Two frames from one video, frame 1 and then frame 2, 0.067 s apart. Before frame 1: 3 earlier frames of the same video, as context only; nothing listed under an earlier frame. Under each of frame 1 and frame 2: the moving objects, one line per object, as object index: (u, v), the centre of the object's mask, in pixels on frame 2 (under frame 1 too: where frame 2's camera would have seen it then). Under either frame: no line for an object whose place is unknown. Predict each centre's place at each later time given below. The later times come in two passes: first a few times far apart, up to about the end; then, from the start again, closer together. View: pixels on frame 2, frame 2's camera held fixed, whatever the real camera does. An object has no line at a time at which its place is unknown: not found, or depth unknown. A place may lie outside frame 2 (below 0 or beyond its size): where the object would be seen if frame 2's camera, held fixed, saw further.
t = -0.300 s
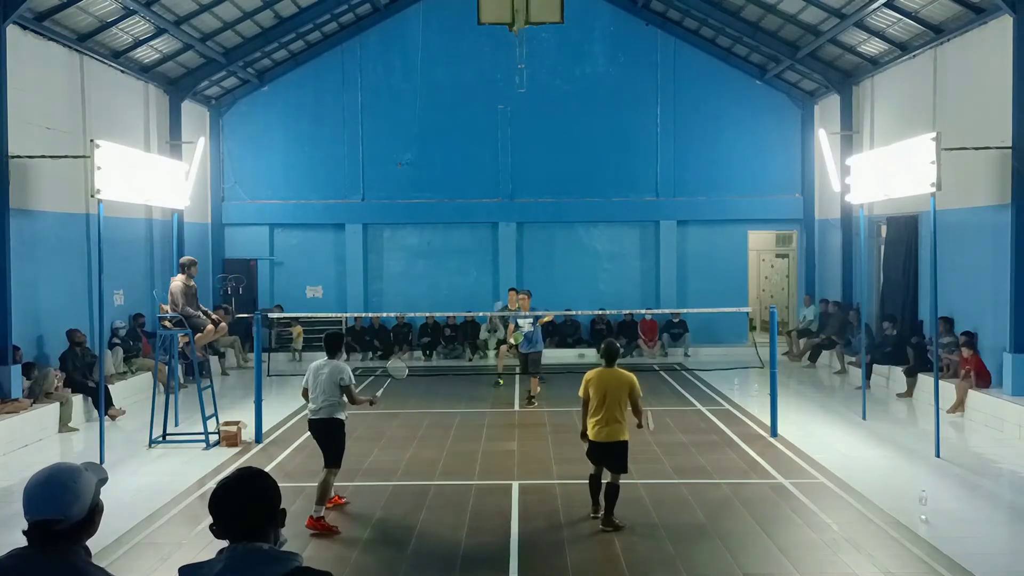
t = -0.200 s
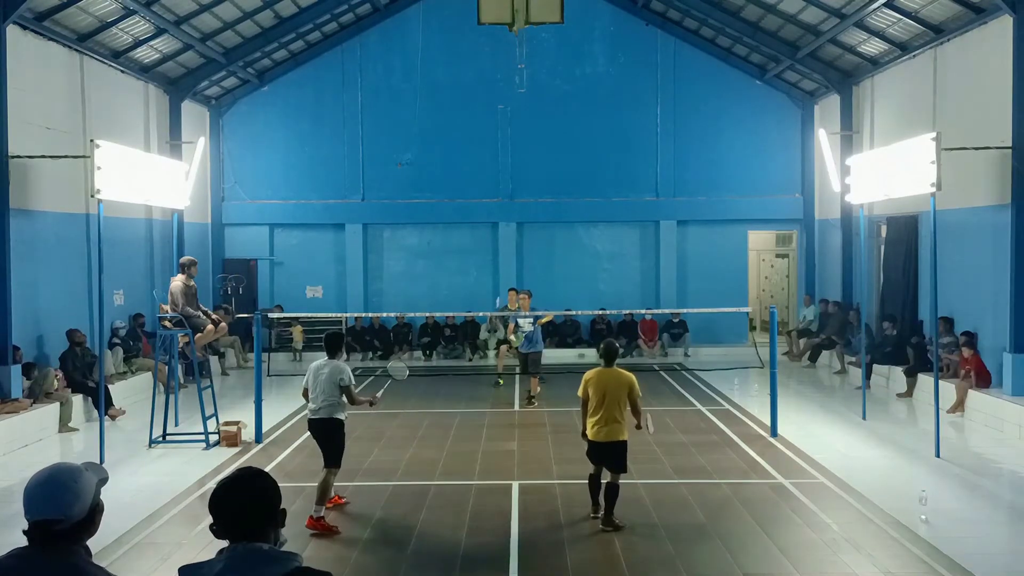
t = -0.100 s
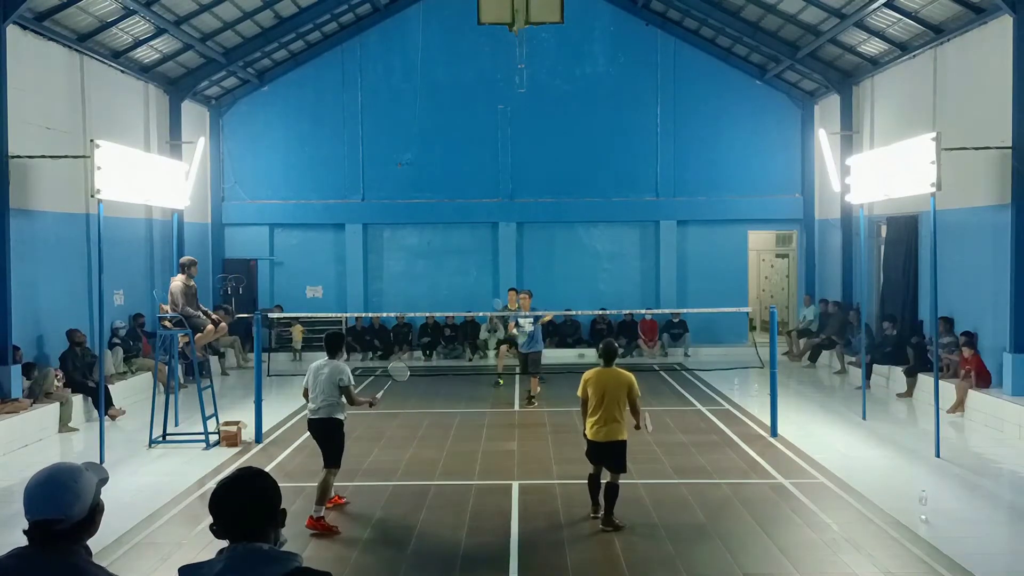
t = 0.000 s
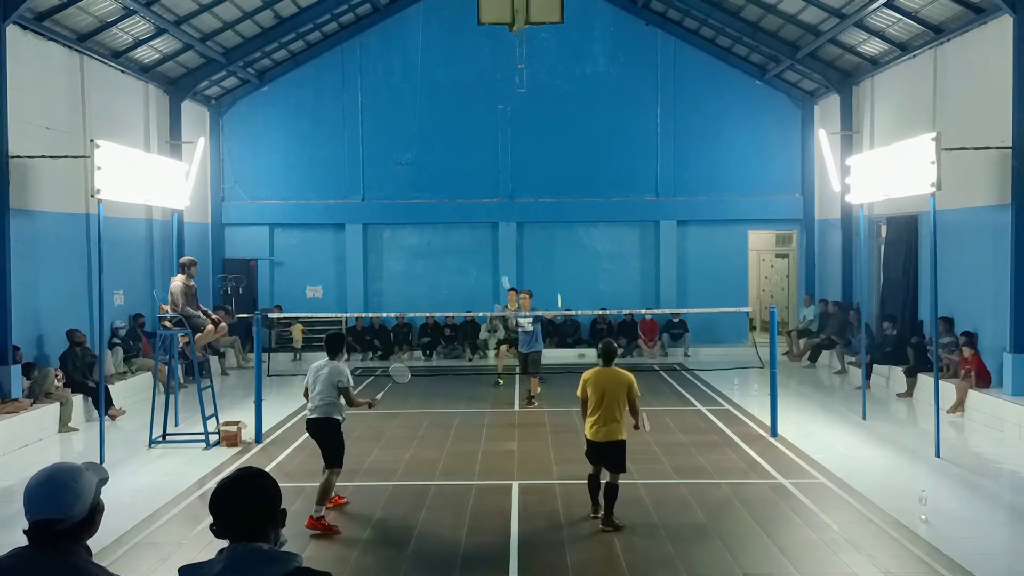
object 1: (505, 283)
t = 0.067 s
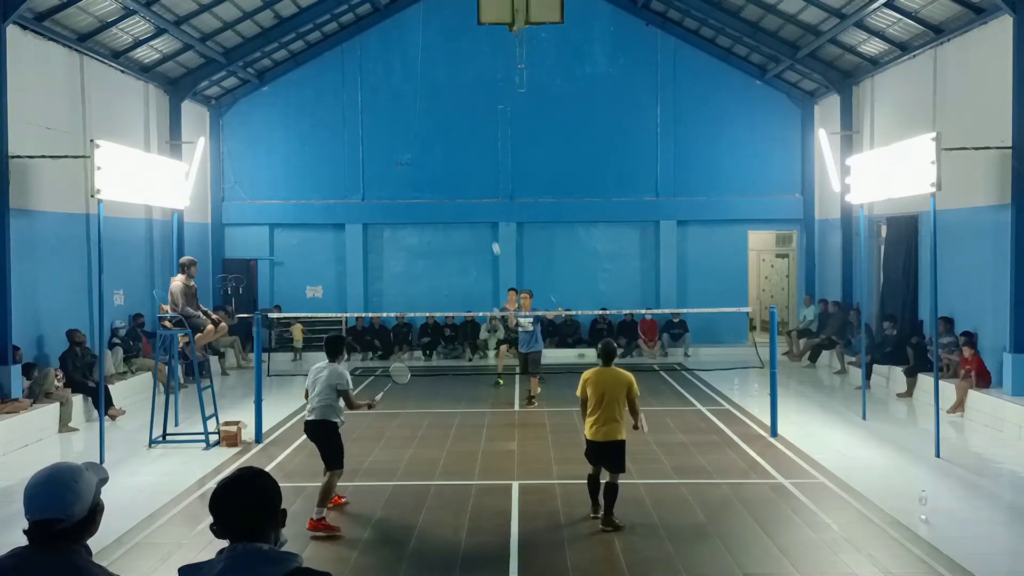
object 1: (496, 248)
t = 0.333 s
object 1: (463, 168)
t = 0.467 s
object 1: (447, 157)
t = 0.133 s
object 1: (487, 220)
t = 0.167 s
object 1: (483, 208)
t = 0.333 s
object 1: (463, 168)
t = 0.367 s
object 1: (459, 164)
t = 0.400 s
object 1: (455, 161)
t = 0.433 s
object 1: (451, 158)
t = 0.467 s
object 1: (447, 157)
